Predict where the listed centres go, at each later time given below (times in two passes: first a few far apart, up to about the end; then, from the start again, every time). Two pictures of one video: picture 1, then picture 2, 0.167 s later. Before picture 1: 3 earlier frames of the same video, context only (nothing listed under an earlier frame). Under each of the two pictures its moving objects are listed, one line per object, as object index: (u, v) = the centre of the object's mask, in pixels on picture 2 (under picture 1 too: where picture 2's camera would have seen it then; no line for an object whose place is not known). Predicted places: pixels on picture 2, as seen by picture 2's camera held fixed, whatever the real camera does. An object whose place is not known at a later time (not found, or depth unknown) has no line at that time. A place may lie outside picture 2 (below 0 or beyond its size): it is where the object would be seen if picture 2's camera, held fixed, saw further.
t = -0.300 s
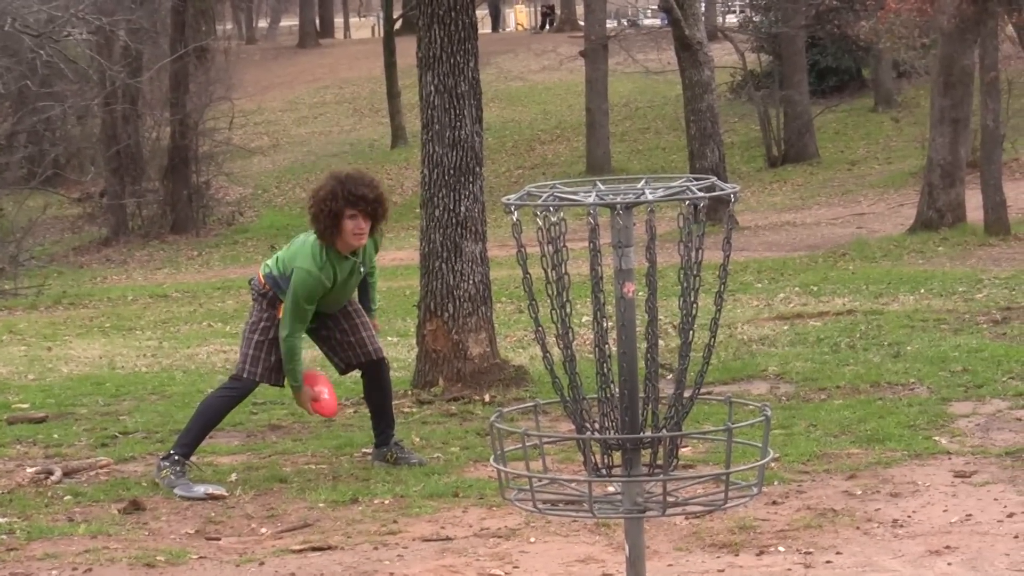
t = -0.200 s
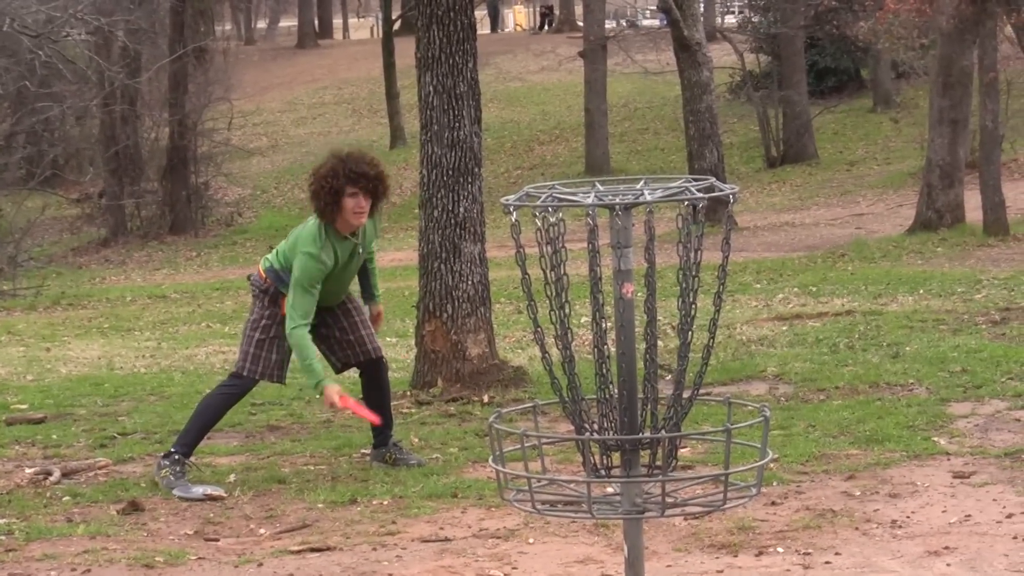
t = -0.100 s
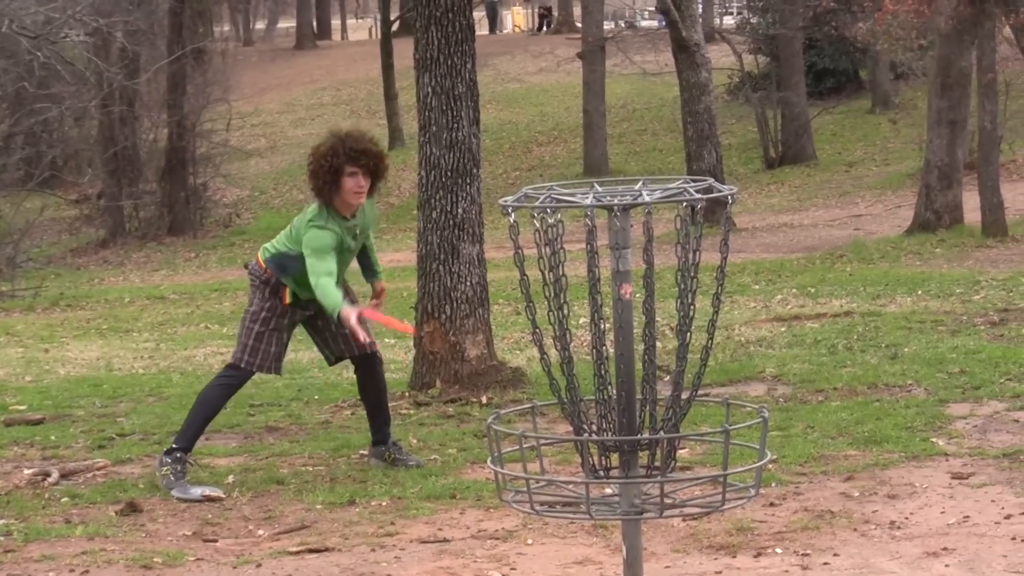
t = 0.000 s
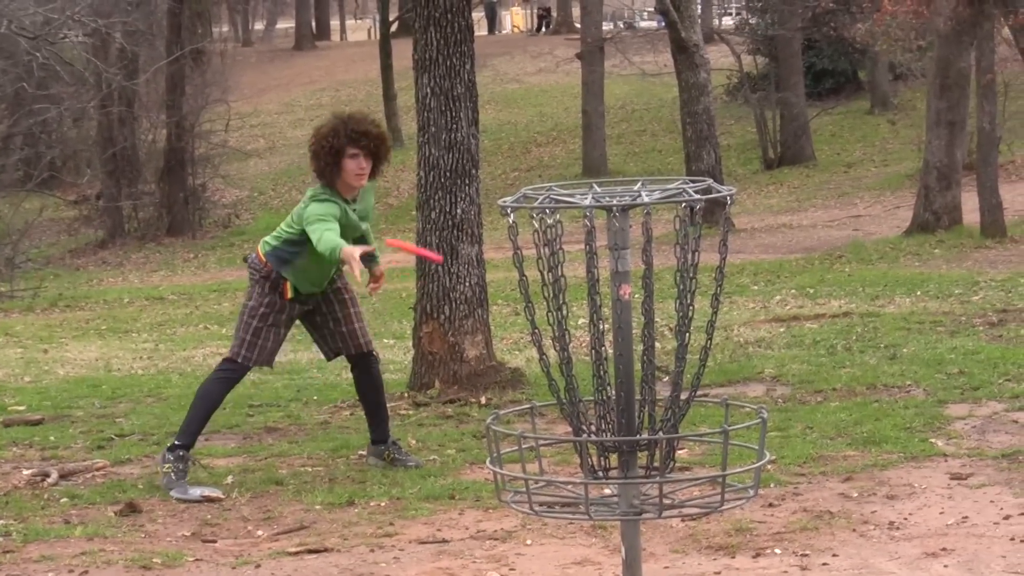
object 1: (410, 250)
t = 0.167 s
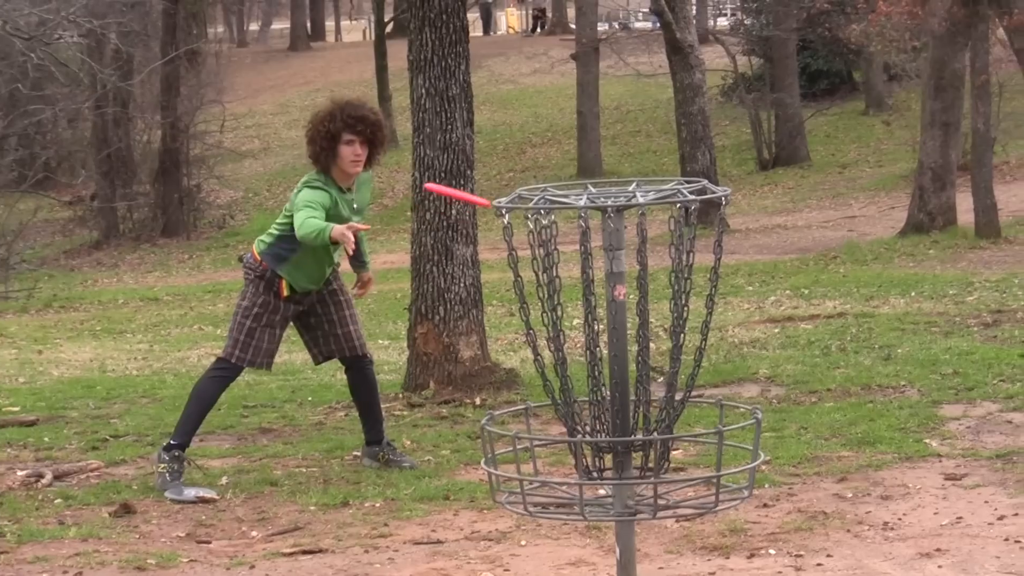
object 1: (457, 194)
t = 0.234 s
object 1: (472, 194)
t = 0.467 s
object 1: (590, 274)
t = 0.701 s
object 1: (600, 365)
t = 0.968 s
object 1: (539, 446)
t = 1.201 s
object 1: (552, 477)
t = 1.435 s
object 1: (552, 484)
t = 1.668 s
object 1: (551, 484)
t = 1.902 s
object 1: (551, 486)
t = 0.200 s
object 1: (465, 193)
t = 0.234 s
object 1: (472, 194)
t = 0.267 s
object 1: (477, 196)
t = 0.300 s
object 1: (484, 205)
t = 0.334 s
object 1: (524, 225)
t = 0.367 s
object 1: (543, 243)
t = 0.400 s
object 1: (555, 257)
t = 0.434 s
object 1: (574, 264)
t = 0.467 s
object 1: (590, 274)
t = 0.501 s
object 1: (596, 281)
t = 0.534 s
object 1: (602, 294)
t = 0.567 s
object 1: (601, 307)
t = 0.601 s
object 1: (606, 323)
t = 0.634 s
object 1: (598, 344)
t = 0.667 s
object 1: (601, 361)
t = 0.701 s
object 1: (600, 365)
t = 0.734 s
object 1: (591, 386)
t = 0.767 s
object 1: (581, 407)
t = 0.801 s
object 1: (575, 444)
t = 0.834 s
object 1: (565, 444)
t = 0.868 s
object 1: (556, 440)
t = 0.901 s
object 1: (546, 443)
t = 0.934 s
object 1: (541, 444)
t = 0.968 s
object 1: (539, 446)
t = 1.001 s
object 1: (547, 446)
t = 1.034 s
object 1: (548, 453)
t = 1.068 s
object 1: (549, 454)
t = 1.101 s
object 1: (551, 460)
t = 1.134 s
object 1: (543, 471)
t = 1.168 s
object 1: (546, 479)
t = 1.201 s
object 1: (552, 477)
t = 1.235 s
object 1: (552, 478)
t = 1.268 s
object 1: (552, 480)
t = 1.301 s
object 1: (552, 483)
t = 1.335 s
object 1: (551, 484)
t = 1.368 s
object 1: (552, 484)
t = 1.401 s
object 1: (551, 484)
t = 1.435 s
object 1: (552, 484)
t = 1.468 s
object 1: (552, 484)
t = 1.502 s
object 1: (551, 484)
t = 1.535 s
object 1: (552, 484)
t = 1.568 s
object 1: (552, 484)
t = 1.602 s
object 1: (557, 484)
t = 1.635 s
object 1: (552, 484)
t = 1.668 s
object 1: (551, 484)
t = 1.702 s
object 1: (551, 484)
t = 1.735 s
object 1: (551, 484)
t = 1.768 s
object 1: (551, 484)
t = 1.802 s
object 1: (551, 484)
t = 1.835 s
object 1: (552, 484)
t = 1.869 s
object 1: (551, 485)
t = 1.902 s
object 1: (551, 486)
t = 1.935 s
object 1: (551, 485)
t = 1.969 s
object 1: (551, 485)
